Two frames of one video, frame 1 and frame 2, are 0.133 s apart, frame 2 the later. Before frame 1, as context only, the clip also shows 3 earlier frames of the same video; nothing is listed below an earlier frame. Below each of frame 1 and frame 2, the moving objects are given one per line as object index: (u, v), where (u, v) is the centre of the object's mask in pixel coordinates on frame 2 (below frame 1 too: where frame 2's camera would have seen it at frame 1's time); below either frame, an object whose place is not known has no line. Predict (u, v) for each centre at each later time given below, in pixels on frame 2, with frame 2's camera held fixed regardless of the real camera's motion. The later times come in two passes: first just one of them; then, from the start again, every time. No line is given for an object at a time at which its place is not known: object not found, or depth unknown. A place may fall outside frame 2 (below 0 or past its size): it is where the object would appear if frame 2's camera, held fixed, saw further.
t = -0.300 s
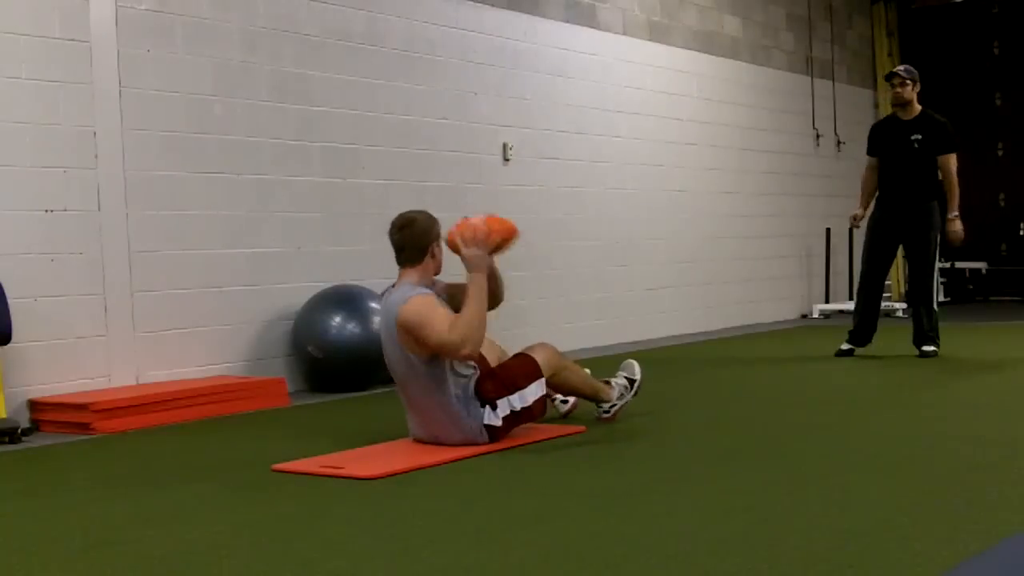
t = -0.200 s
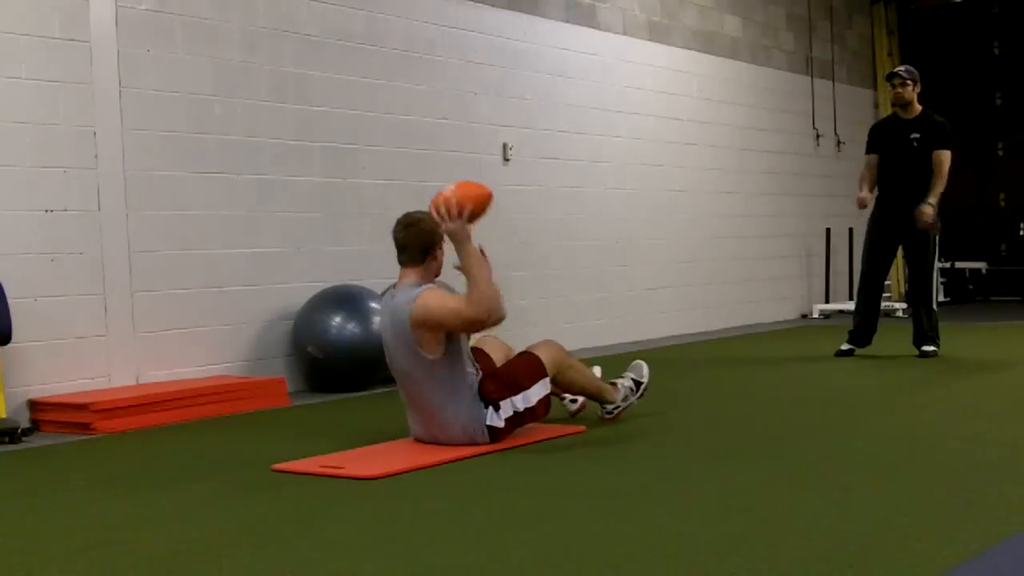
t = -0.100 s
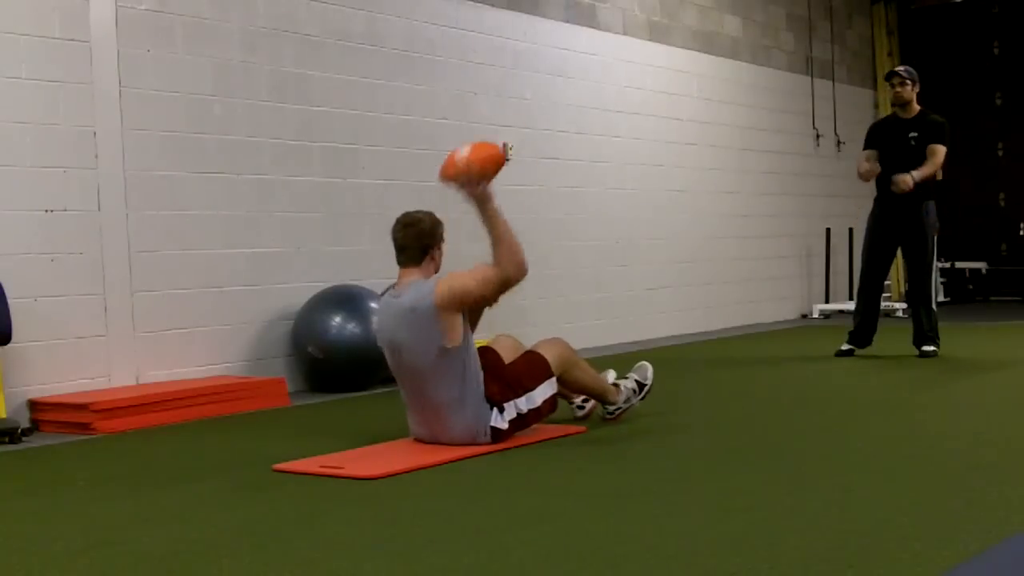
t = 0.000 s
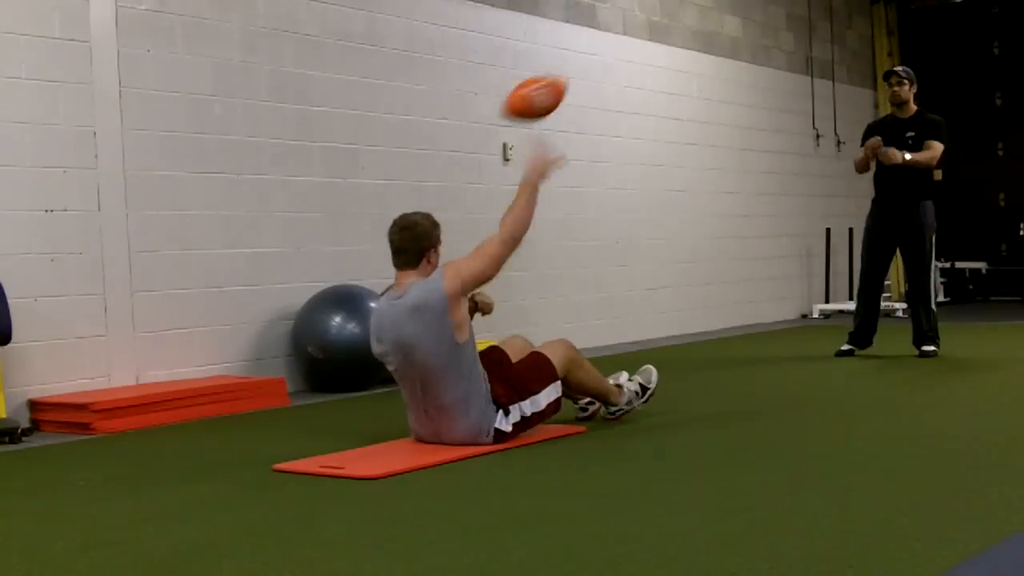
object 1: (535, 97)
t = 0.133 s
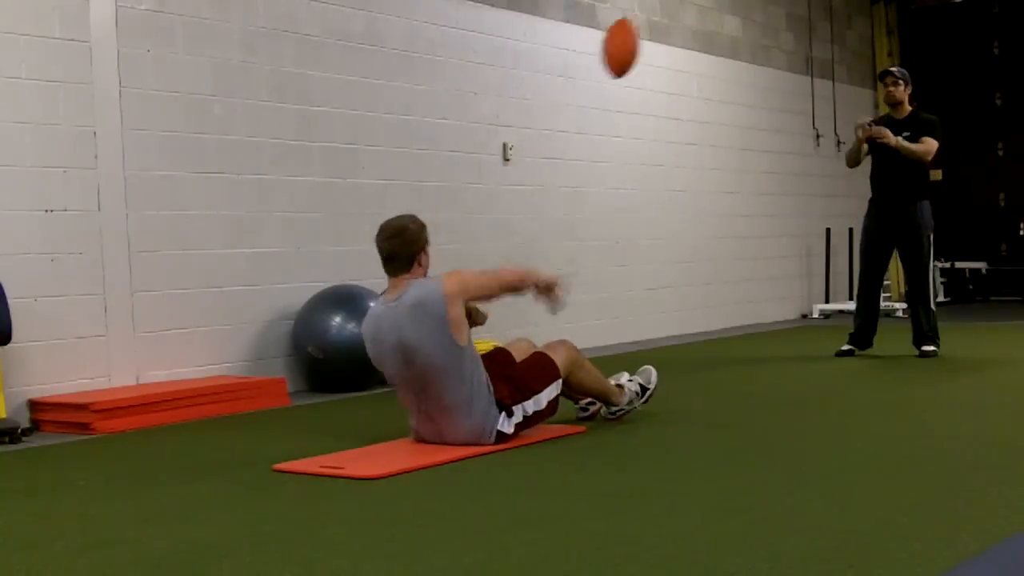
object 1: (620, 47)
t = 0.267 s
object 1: (691, 42)
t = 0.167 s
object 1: (639, 42)
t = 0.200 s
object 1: (657, 39)
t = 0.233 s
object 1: (674, 40)
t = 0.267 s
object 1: (691, 42)
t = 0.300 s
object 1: (706, 46)
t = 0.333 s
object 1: (721, 53)
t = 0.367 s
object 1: (734, 62)
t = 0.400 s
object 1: (748, 71)
